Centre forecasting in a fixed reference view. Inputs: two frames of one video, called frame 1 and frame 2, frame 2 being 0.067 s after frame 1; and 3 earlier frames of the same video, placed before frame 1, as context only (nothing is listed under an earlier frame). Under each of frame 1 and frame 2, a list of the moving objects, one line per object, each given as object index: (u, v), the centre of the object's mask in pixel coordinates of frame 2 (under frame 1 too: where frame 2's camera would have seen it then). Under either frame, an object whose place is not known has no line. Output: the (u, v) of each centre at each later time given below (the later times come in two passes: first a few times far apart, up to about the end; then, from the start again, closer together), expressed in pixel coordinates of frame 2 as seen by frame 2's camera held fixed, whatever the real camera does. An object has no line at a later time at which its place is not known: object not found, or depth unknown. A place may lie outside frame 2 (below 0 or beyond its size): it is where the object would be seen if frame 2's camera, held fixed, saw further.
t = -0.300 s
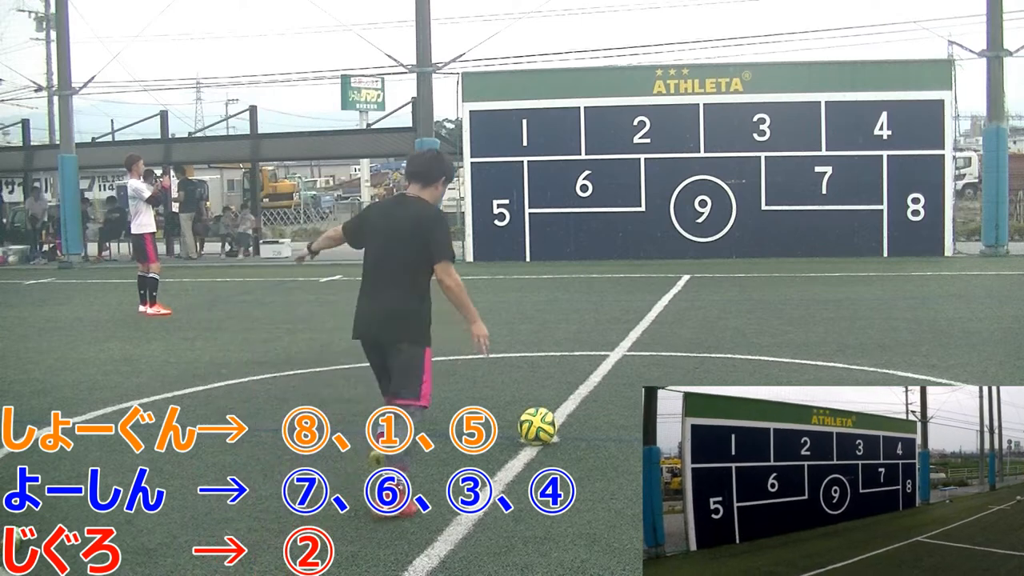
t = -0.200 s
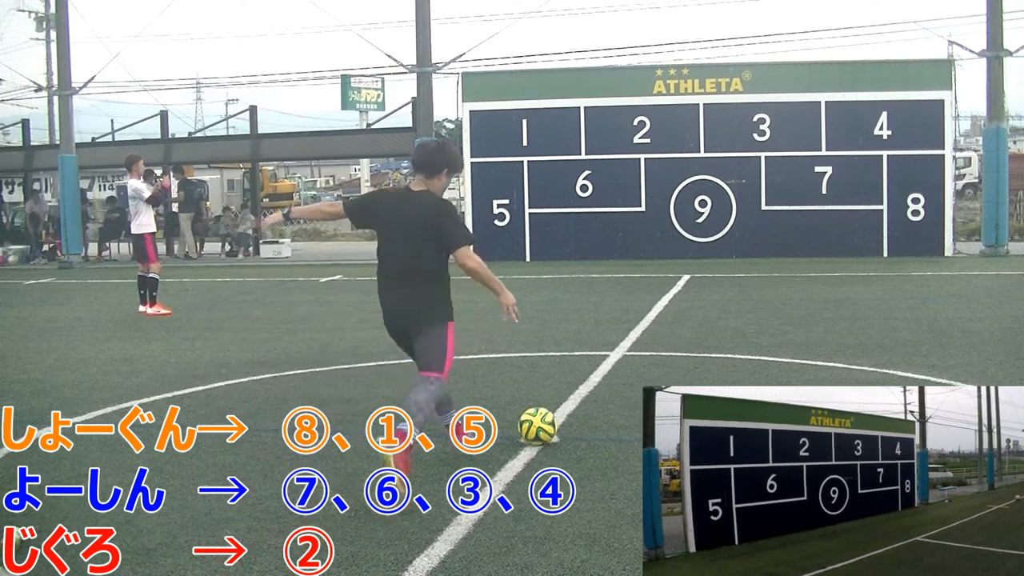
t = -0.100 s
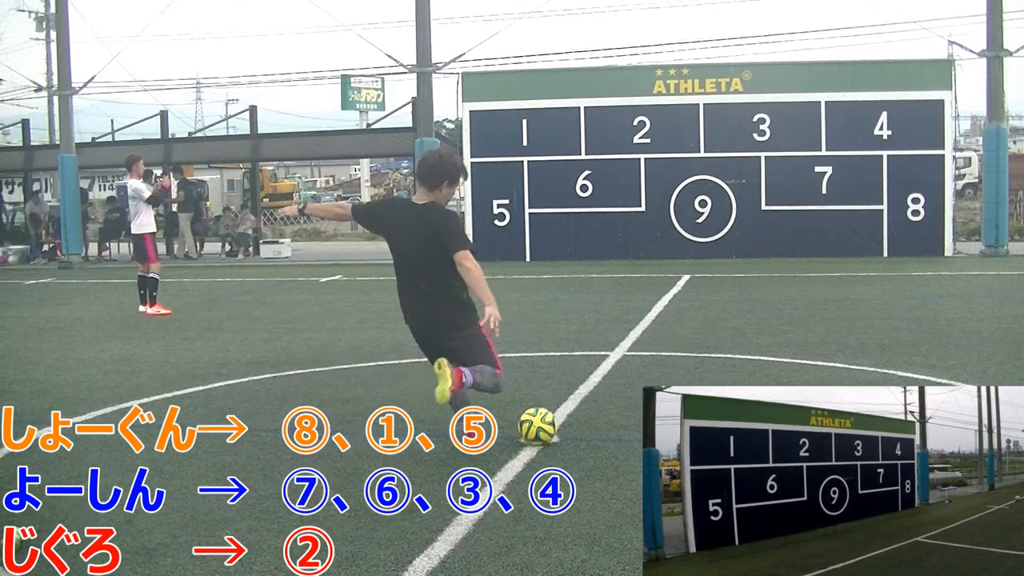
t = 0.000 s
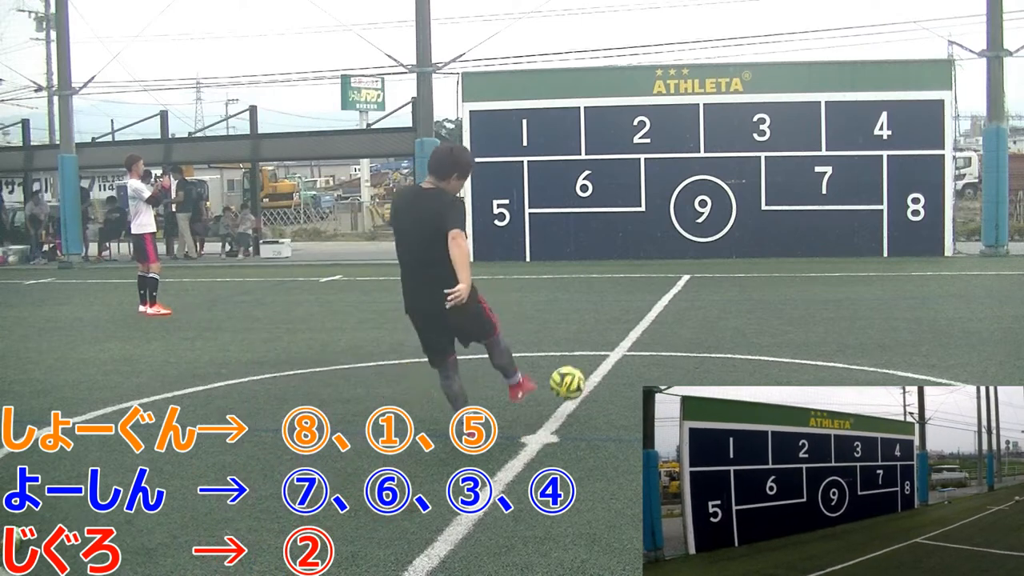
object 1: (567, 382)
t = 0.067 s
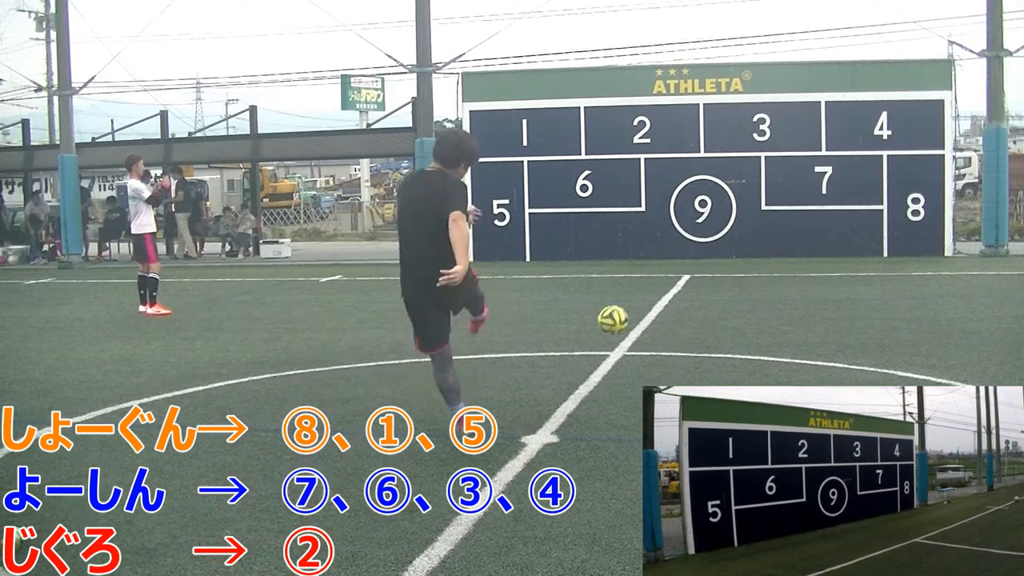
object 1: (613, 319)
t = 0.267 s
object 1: (693, 224)
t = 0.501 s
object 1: (743, 193)
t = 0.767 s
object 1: (771, 210)
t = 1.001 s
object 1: (781, 270)
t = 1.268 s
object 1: (790, 262)
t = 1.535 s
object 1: (802, 291)
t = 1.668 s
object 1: (809, 294)
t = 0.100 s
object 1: (631, 295)
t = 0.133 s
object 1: (646, 276)
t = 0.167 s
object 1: (660, 259)
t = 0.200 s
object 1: (672, 246)
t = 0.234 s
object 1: (683, 234)
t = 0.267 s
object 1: (693, 224)
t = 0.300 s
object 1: (702, 216)
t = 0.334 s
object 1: (711, 210)
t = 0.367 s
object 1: (718, 205)
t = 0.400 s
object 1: (725, 201)
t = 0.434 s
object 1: (732, 197)
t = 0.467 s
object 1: (738, 195)
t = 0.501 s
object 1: (743, 193)
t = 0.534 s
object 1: (749, 192)
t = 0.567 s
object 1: (754, 192)
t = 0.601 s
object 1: (759, 192)
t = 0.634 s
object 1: (764, 193)
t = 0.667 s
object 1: (767, 196)
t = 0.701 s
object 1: (768, 199)
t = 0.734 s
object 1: (769, 205)
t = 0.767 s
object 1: (771, 210)
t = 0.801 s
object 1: (772, 217)
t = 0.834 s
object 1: (773, 225)
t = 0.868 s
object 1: (775, 234)
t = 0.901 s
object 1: (776, 245)
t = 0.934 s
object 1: (778, 255)
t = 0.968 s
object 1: (780, 268)
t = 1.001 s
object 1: (781, 270)
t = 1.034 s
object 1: (782, 266)
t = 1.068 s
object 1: (783, 262)
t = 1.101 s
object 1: (785, 260)
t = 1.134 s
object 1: (786, 259)
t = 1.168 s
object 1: (787, 258)
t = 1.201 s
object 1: (788, 258)
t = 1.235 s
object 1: (789, 259)
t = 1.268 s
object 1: (790, 262)
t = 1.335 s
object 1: (793, 268)
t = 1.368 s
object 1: (794, 275)
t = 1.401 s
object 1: (796, 282)
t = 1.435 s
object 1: (797, 290)
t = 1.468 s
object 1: (799, 295)
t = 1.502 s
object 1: (800, 293)
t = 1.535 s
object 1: (802, 291)
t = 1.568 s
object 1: (804, 290)
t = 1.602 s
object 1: (805, 290)
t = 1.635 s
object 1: (807, 292)
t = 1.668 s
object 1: (809, 294)
